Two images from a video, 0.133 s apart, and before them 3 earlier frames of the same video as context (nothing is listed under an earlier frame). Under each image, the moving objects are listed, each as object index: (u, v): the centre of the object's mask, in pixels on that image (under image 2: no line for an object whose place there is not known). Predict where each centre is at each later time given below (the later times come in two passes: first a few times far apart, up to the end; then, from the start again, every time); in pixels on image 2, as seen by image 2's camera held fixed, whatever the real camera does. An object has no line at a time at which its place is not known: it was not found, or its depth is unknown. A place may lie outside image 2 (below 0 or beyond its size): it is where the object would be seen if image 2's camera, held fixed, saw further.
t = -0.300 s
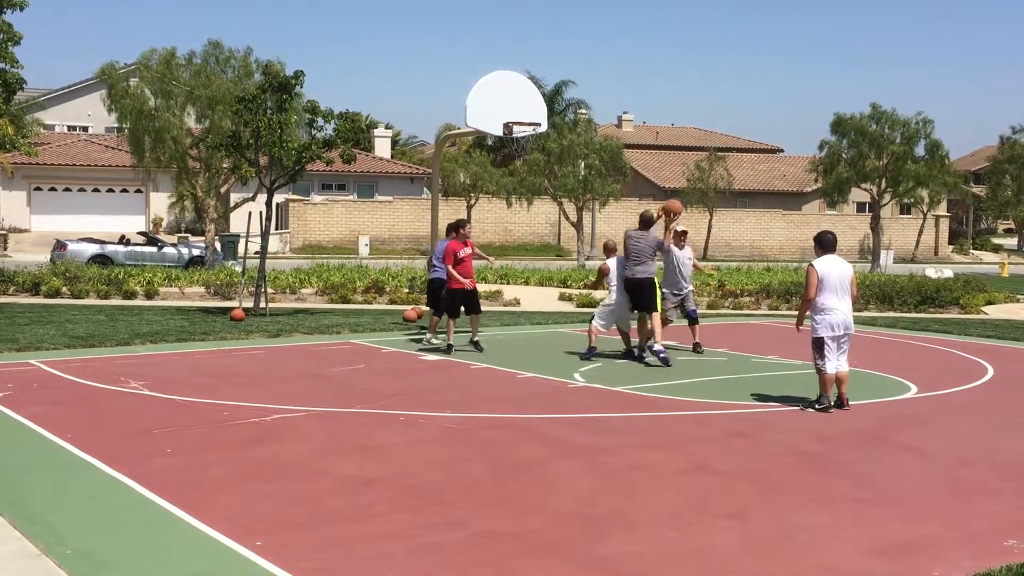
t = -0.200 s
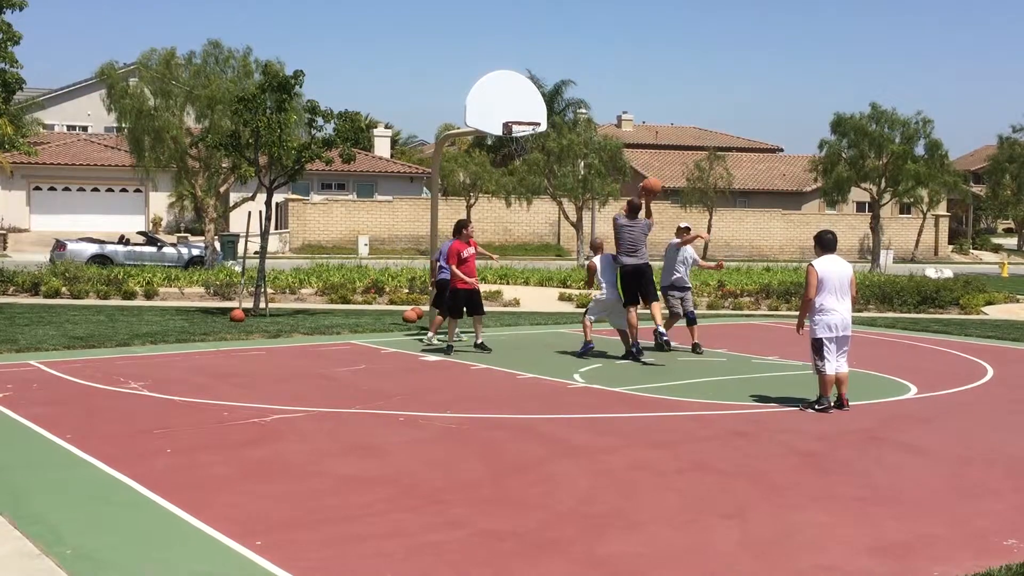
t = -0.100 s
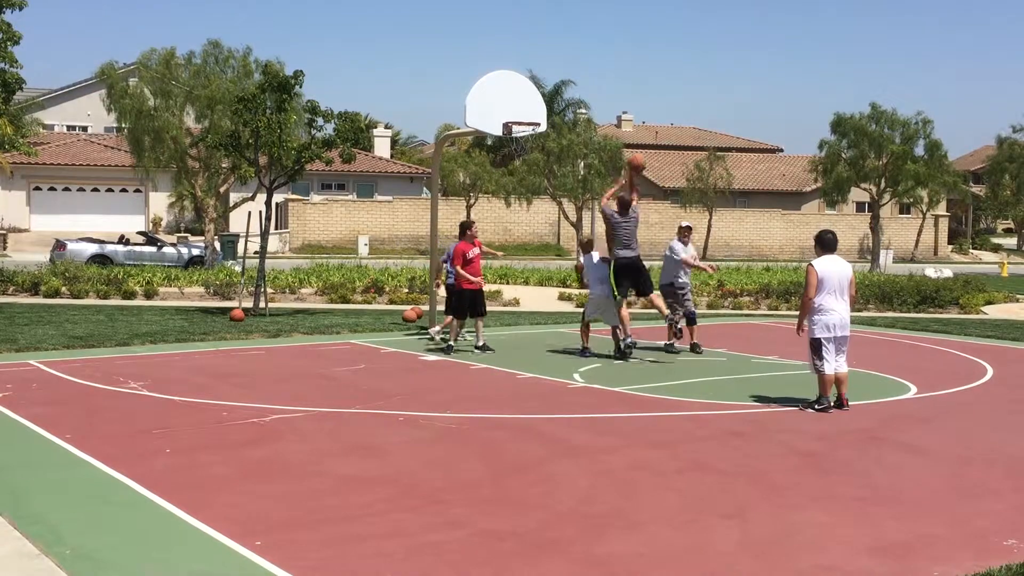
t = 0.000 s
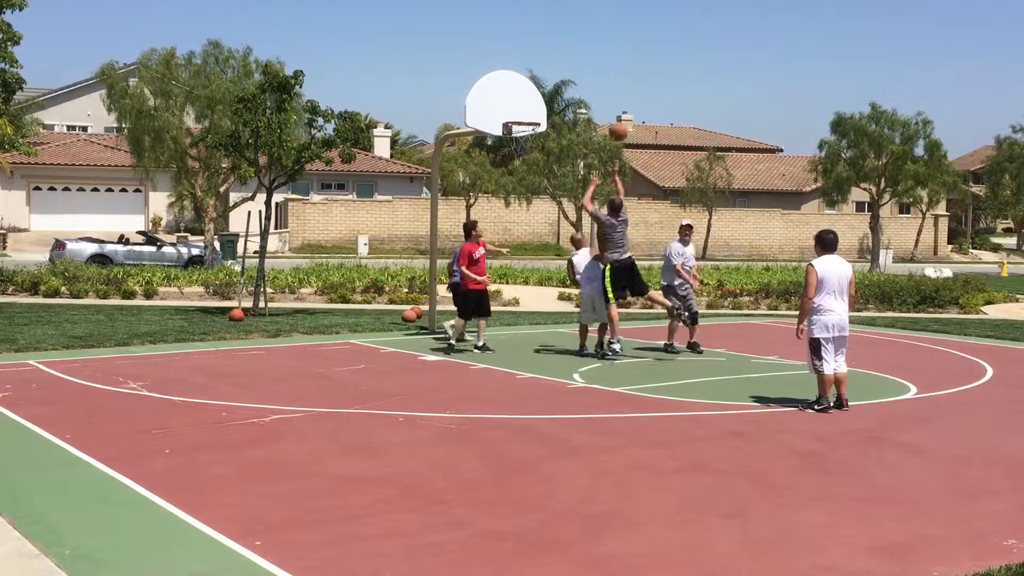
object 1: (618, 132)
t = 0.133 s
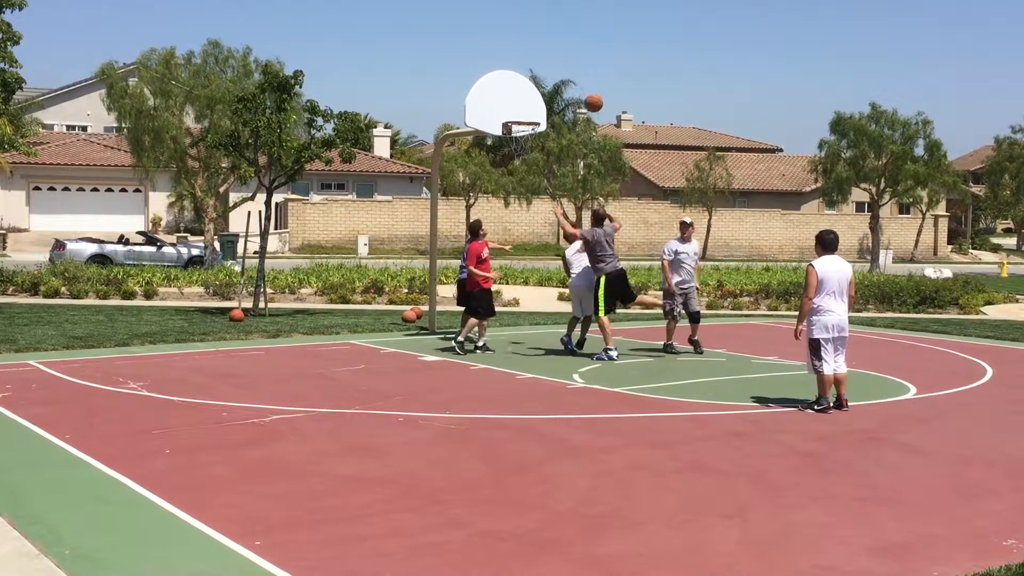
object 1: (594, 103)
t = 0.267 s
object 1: (569, 88)
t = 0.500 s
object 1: (531, 95)
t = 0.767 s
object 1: (512, 96)
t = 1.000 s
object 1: (520, 96)
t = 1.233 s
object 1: (525, 132)
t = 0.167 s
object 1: (588, 98)
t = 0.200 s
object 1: (582, 94)
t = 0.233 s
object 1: (576, 92)
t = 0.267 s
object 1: (569, 88)
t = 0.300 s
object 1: (564, 87)
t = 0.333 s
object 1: (558, 86)
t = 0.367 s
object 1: (554, 86)
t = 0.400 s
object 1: (548, 87)
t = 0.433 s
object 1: (542, 89)
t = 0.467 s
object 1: (537, 91)
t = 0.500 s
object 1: (531, 95)
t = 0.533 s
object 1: (525, 99)
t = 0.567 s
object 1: (520, 105)
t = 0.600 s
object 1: (515, 110)
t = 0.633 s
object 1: (510, 114)
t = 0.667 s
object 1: (509, 108)
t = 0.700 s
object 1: (510, 103)
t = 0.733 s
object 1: (511, 99)
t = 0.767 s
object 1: (512, 96)
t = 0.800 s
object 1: (514, 94)
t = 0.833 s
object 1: (515, 92)
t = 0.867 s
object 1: (516, 91)
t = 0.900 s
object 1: (517, 91)
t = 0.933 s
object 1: (518, 92)
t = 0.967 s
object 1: (519, 93)
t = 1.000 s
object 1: (520, 96)
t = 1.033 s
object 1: (521, 98)
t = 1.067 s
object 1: (523, 102)
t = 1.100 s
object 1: (524, 107)
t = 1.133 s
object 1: (525, 113)
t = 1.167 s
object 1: (526, 119)
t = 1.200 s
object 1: (527, 126)
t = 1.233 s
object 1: (525, 132)
